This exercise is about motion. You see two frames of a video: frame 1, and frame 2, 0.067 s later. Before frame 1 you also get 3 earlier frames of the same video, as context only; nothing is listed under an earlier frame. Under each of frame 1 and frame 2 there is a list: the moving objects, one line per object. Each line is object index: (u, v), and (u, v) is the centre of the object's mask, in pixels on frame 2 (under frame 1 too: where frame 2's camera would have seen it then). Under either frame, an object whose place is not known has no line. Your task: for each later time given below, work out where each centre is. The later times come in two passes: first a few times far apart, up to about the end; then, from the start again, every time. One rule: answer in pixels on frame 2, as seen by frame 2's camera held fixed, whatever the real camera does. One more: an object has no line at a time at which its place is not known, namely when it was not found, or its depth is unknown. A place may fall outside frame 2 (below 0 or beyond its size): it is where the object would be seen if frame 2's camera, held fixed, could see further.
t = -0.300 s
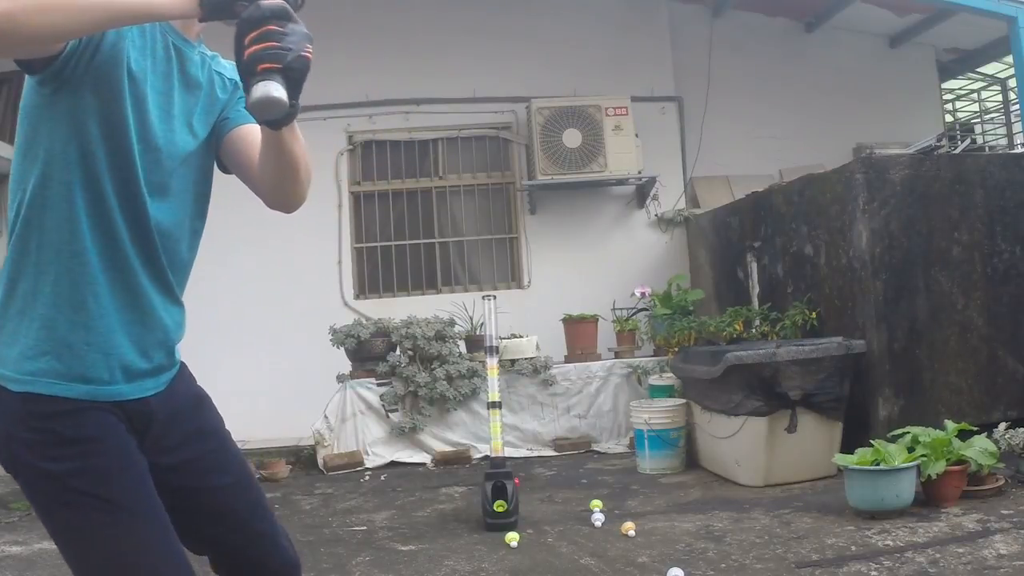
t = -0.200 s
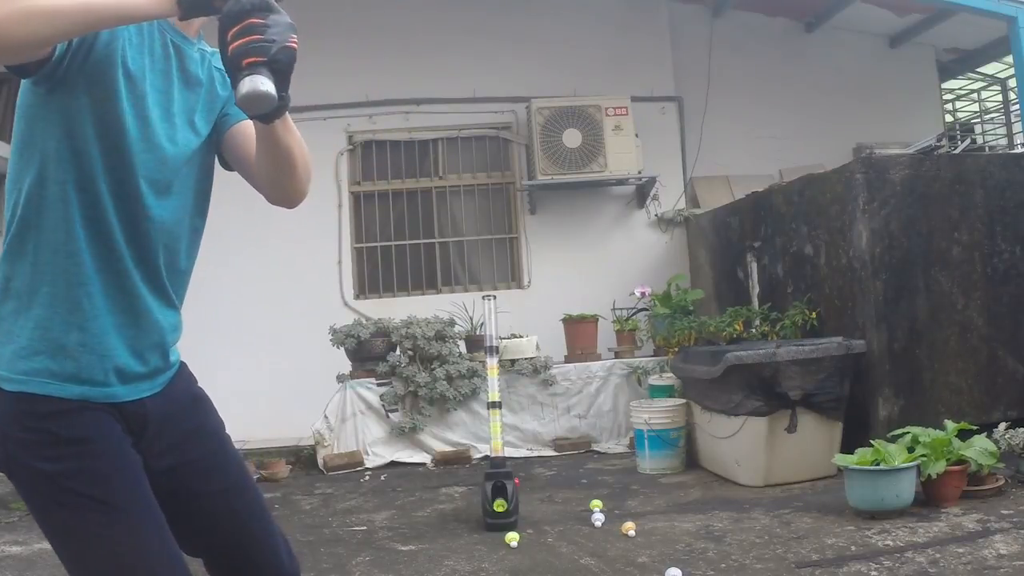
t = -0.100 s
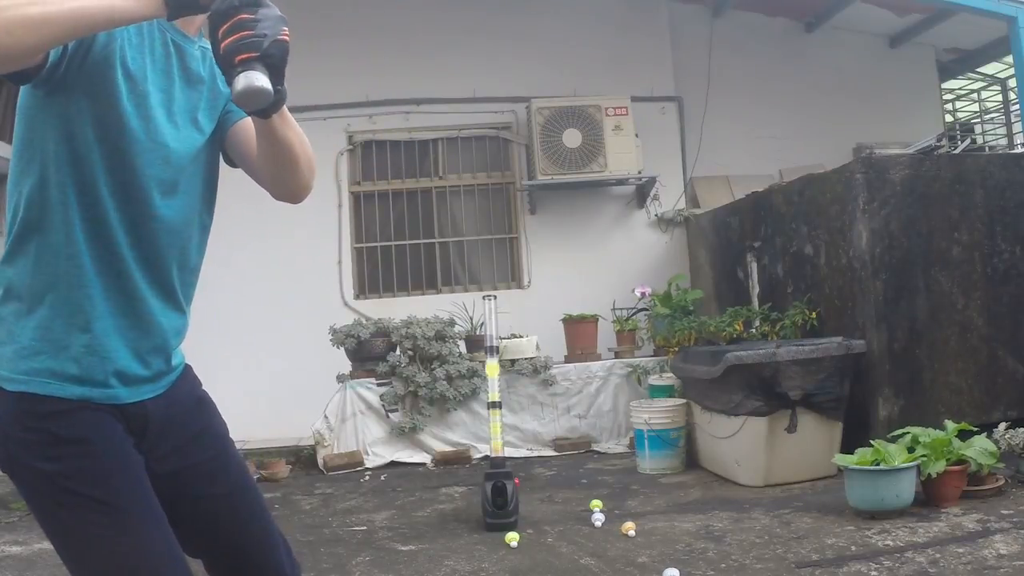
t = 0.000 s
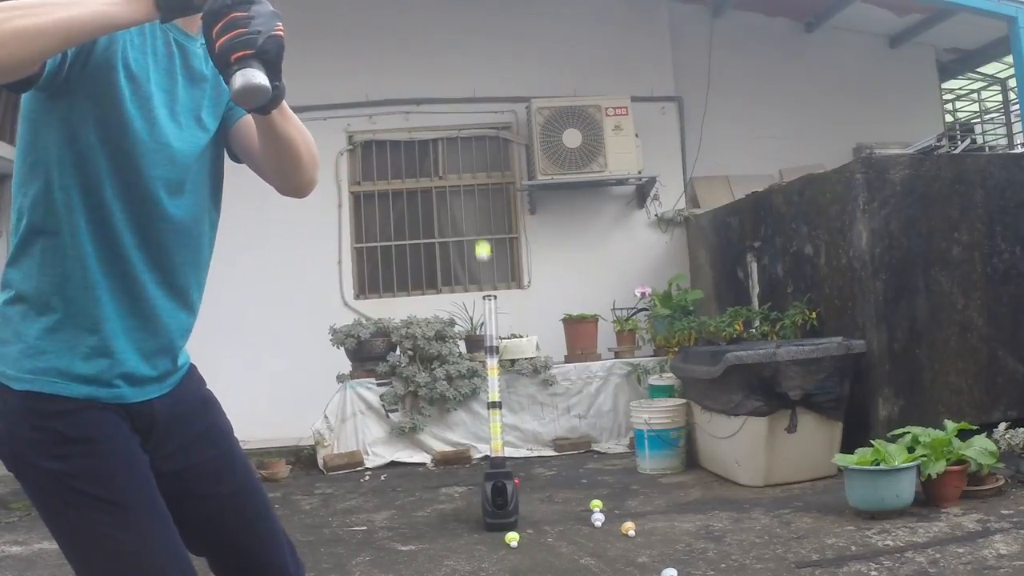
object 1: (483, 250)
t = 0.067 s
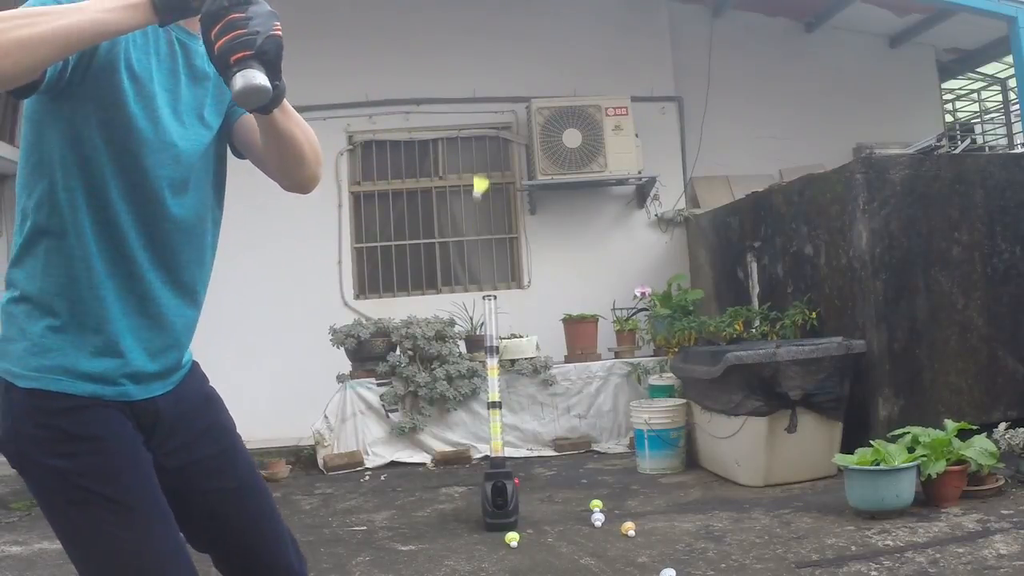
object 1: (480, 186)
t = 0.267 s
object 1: (468, 77)
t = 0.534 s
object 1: (493, 112)
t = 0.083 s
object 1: (479, 172)
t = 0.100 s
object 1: (479, 160)
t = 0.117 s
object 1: (479, 148)
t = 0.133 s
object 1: (479, 138)
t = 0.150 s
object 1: (479, 130)
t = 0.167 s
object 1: (477, 123)
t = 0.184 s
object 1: (474, 115)
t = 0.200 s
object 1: (471, 106)
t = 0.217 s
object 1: (470, 98)
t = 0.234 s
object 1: (468, 90)
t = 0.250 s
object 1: (468, 83)
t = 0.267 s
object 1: (468, 77)
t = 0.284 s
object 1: (467, 72)
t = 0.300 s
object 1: (467, 68)
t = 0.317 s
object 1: (467, 65)
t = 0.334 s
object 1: (468, 62)
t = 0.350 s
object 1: (468, 61)
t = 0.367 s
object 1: (469, 60)
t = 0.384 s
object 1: (470, 61)
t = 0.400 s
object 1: (471, 62)
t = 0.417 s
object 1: (471, 65)
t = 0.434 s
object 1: (472, 68)
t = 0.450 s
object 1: (473, 72)
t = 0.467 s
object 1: (476, 78)
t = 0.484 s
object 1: (478, 84)
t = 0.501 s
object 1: (483, 91)
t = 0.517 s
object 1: (488, 101)
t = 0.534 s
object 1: (493, 112)
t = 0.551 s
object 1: (496, 125)
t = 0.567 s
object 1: (498, 138)
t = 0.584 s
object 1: (499, 153)
